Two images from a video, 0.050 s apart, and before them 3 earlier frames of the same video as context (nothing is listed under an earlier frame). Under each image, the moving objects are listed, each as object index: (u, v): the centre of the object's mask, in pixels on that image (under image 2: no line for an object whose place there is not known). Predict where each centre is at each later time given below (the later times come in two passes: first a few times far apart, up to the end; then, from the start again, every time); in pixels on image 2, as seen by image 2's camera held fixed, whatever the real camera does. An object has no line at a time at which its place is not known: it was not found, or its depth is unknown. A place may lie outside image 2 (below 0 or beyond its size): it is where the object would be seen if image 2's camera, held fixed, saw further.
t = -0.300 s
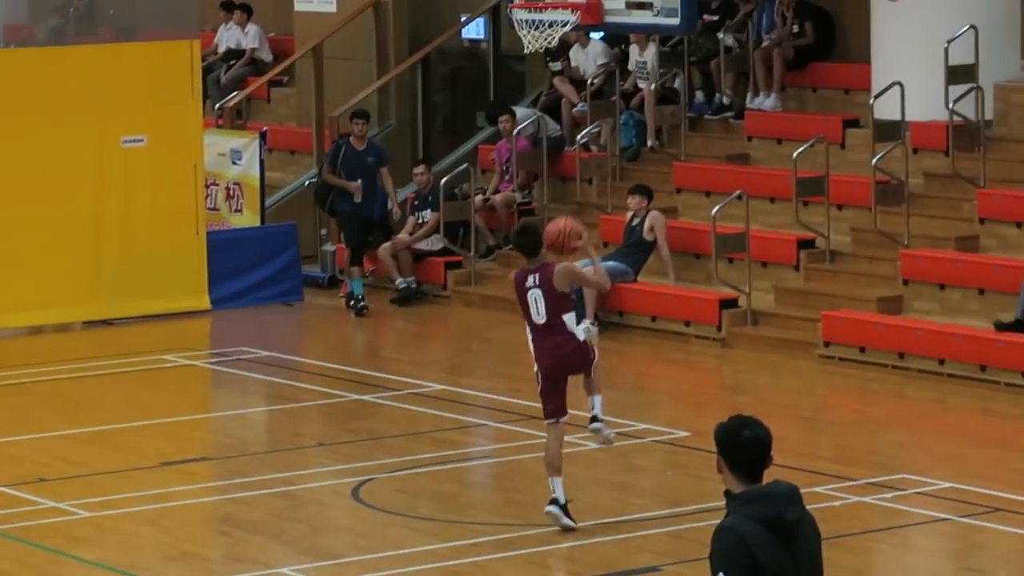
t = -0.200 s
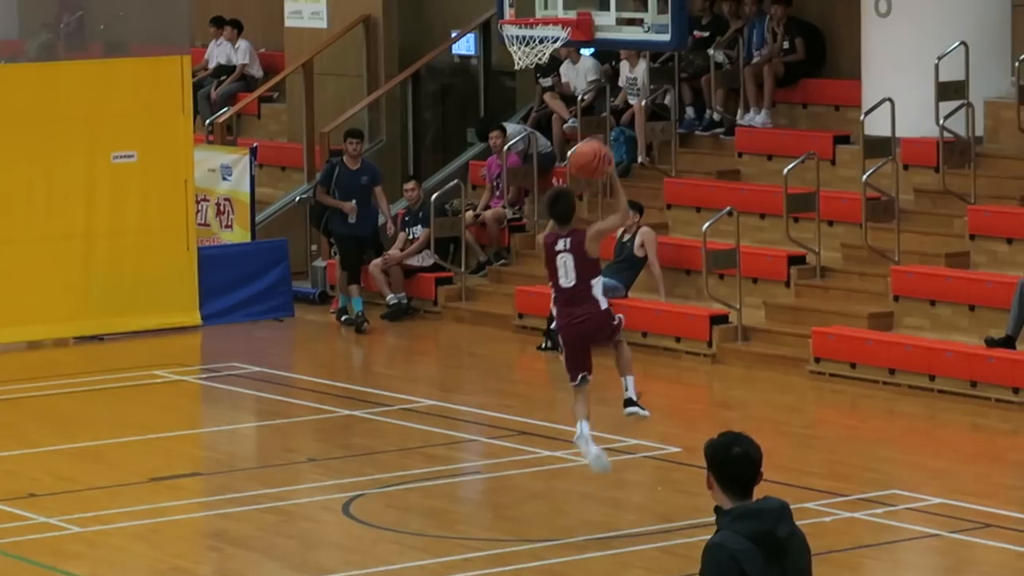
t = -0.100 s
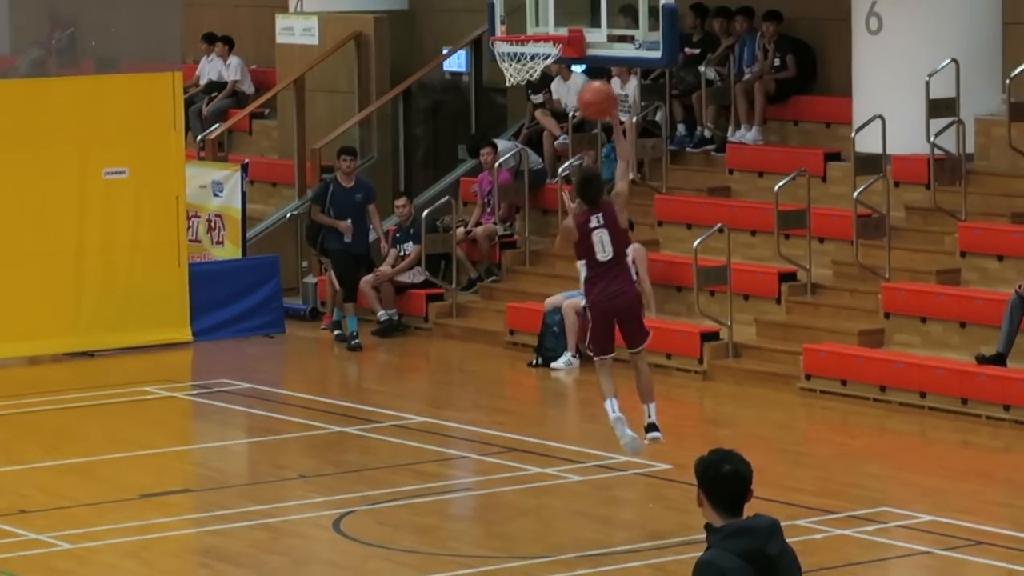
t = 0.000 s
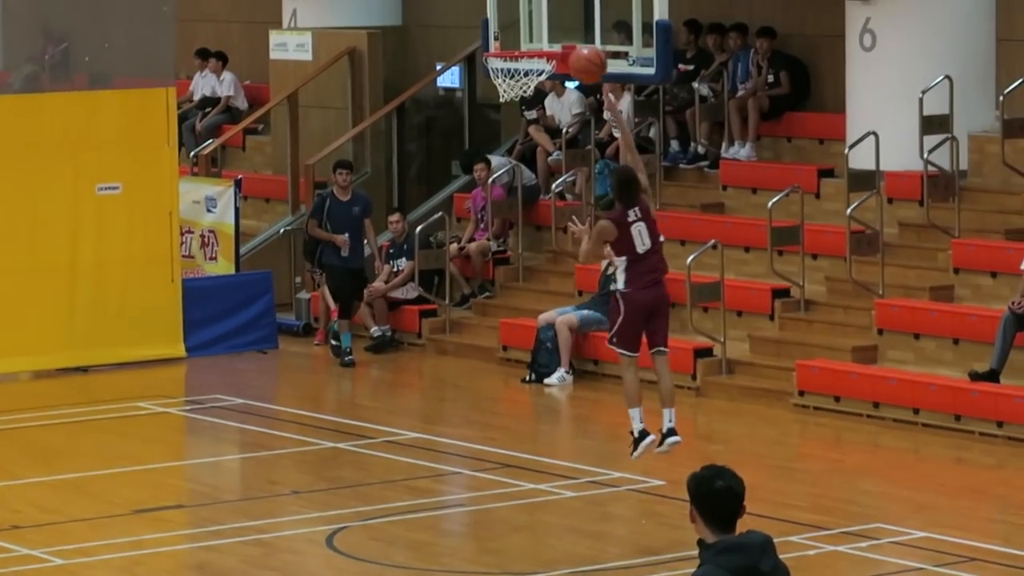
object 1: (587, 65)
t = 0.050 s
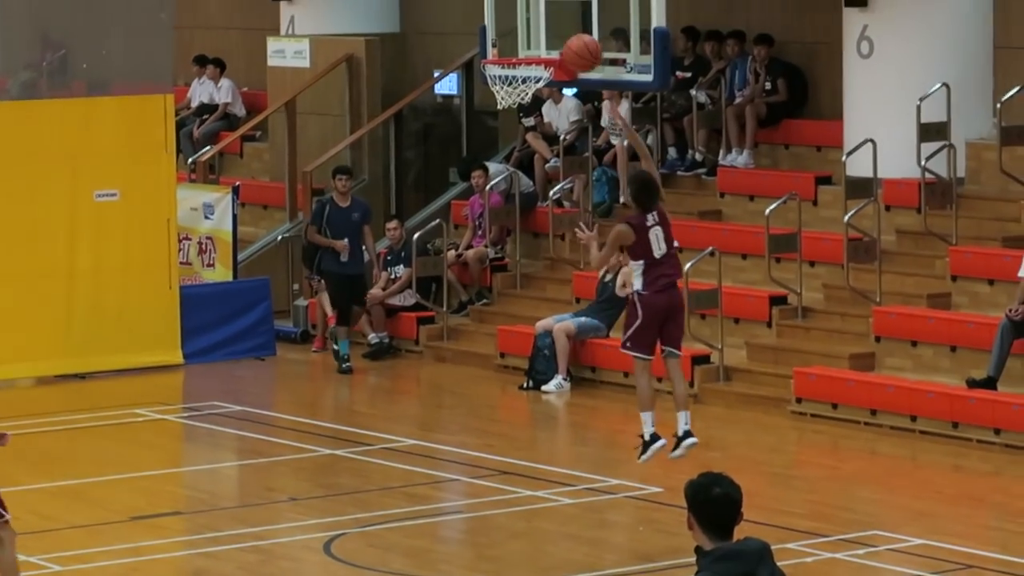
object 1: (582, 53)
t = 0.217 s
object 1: (563, 20)
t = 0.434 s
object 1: (513, 40)
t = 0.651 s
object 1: (525, 71)
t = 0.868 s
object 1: (540, 94)
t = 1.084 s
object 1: (524, 138)
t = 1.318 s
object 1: (507, 269)
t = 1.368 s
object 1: (503, 306)
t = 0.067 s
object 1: (581, 49)
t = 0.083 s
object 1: (580, 44)
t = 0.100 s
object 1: (579, 39)
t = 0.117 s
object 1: (578, 35)
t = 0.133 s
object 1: (577, 32)
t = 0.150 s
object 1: (577, 29)
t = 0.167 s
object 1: (574, 27)
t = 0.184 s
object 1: (571, 24)
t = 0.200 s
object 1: (566, 22)
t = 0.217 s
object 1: (563, 20)
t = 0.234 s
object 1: (559, 19)
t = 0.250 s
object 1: (556, 19)
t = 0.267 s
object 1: (551, 19)
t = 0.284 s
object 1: (548, 19)
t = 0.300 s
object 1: (544, 19)
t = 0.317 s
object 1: (540, 20)
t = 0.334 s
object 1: (536, 22)
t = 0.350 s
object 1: (532, 24)
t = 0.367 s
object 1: (529, 26)
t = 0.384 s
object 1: (525, 29)
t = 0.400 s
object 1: (521, 32)
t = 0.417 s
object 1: (517, 36)
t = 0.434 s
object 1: (513, 40)
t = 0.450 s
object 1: (510, 43)
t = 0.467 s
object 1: (507, 46)
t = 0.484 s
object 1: (507, 47)
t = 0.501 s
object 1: (507, 48)
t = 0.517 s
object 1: (509, 51)
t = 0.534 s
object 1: (510, 52)
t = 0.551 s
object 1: (511, 53)
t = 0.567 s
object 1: (512, 55)
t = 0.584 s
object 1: (514, 62)
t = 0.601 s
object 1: (516, 64)
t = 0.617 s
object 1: (518, 66)
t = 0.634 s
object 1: (520, 68)
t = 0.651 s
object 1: (525, 71)
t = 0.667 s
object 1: (528, 74)
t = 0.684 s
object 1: (531, 76)
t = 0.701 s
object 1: (533, 77)
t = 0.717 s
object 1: (536, 83)
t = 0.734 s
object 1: (538, 84)
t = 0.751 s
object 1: (540, 85)
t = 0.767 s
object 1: (542, 86)
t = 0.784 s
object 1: (544, 86)
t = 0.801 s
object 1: (544, 87)
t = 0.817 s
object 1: (543, 88)
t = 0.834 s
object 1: (543, 88)
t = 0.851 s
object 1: (542, 89)
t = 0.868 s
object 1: (540, 94)
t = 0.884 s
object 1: (539, 94)
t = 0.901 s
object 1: (539, 95)
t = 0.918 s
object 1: (538, 96)
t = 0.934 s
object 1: (535, 98)
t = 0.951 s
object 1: (535, 100)
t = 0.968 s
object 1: (533, 104)
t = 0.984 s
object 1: (531, 107)
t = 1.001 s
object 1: (530, 112)
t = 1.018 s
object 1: (529, 116)
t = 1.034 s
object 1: (528, 121)
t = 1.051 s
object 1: (526, 127)
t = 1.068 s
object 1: (525, 132)
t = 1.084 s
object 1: (524, 138)
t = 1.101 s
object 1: (523, 145)
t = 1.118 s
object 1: (522, 152)
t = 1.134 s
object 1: (520, 159)
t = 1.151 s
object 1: (518, 167)
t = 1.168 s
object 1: (518, 176)
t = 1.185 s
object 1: (516, 185)
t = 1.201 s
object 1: (515, 194)
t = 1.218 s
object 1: (514, 204)
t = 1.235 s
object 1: (513, 213)
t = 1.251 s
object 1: (512, 223)
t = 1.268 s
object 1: (510, 234)
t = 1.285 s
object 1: (509, 245)
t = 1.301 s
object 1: (508, 257)
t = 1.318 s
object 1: (507, 269)
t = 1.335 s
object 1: (505, 281)
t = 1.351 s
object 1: (504, 293)
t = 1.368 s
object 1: (503, 306)
